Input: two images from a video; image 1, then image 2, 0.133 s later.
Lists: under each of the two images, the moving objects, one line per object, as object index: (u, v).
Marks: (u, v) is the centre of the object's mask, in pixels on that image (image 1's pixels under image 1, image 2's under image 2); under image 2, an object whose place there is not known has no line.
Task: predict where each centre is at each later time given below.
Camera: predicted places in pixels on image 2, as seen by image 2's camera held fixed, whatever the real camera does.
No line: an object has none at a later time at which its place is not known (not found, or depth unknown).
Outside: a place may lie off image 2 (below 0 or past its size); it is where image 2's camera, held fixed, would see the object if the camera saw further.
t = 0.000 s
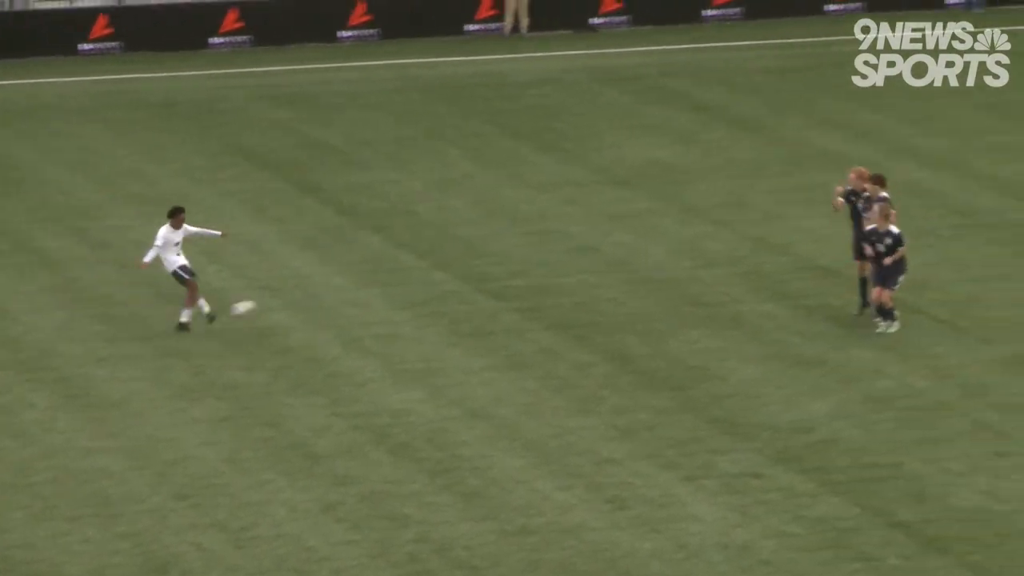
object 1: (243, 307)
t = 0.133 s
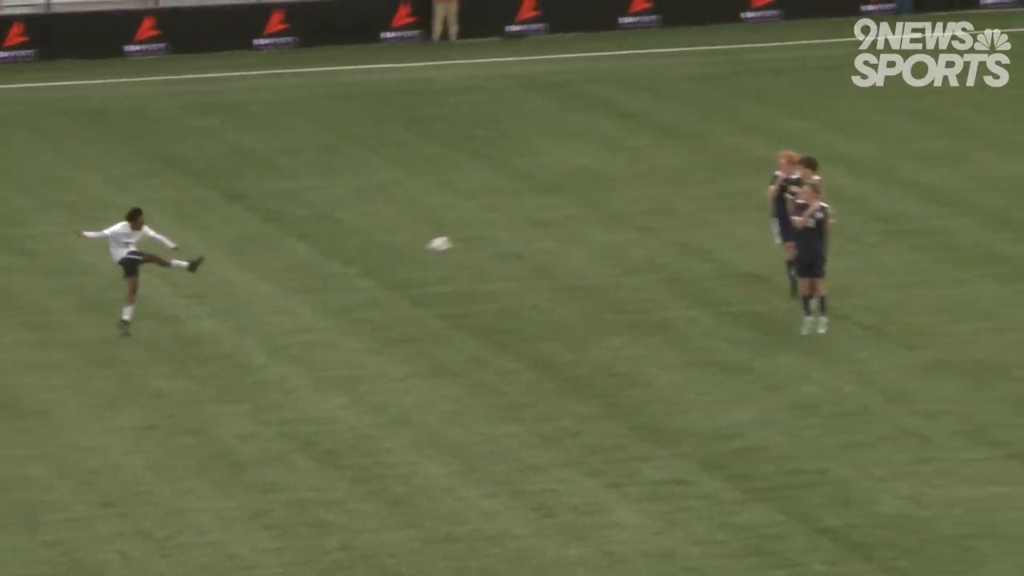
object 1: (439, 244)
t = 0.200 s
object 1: (572, 212)
